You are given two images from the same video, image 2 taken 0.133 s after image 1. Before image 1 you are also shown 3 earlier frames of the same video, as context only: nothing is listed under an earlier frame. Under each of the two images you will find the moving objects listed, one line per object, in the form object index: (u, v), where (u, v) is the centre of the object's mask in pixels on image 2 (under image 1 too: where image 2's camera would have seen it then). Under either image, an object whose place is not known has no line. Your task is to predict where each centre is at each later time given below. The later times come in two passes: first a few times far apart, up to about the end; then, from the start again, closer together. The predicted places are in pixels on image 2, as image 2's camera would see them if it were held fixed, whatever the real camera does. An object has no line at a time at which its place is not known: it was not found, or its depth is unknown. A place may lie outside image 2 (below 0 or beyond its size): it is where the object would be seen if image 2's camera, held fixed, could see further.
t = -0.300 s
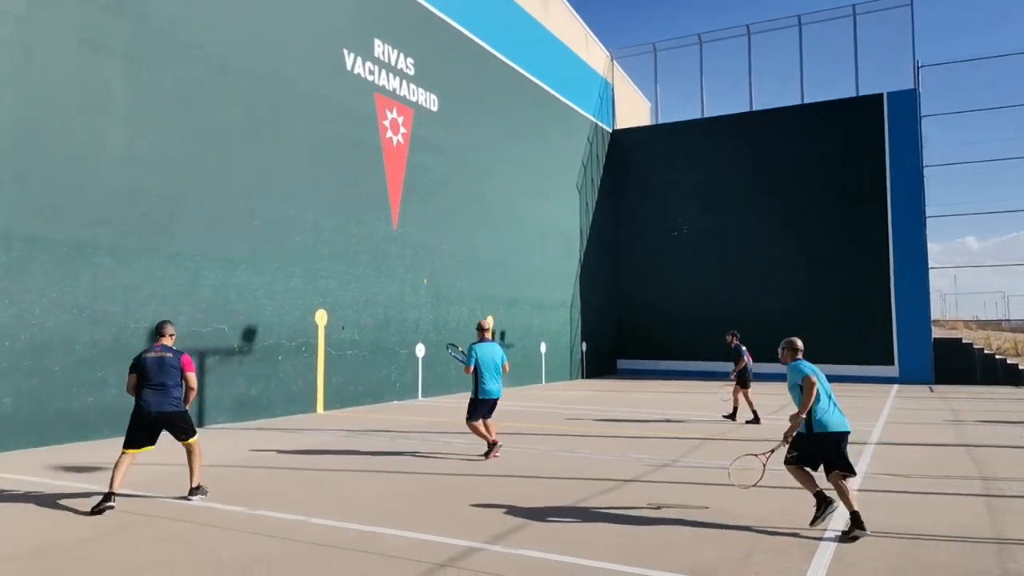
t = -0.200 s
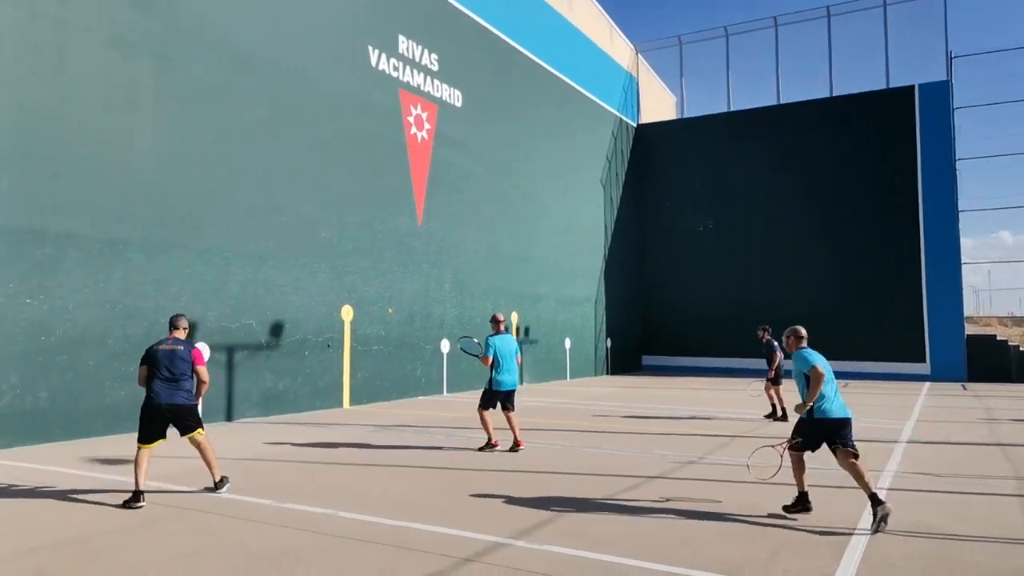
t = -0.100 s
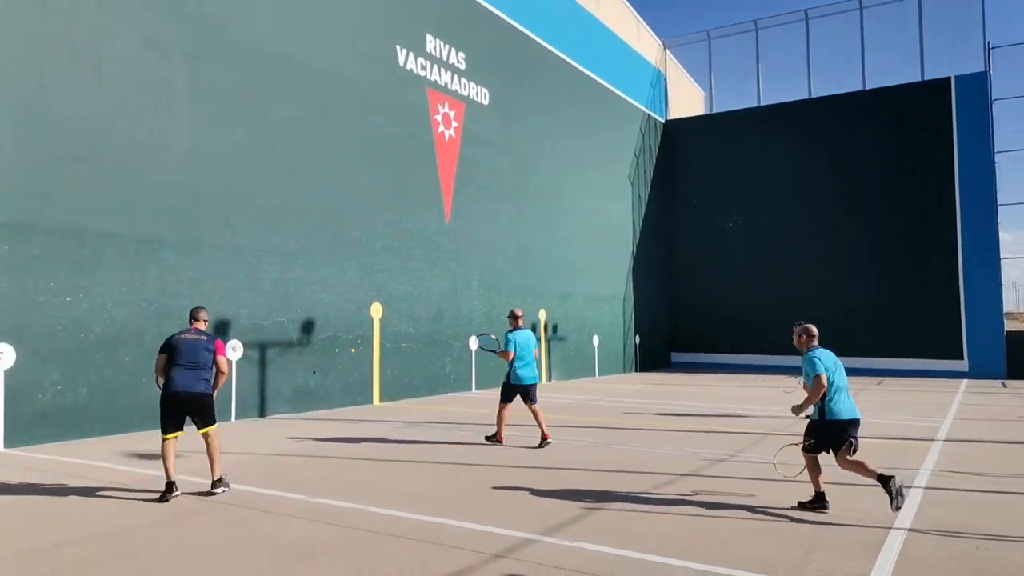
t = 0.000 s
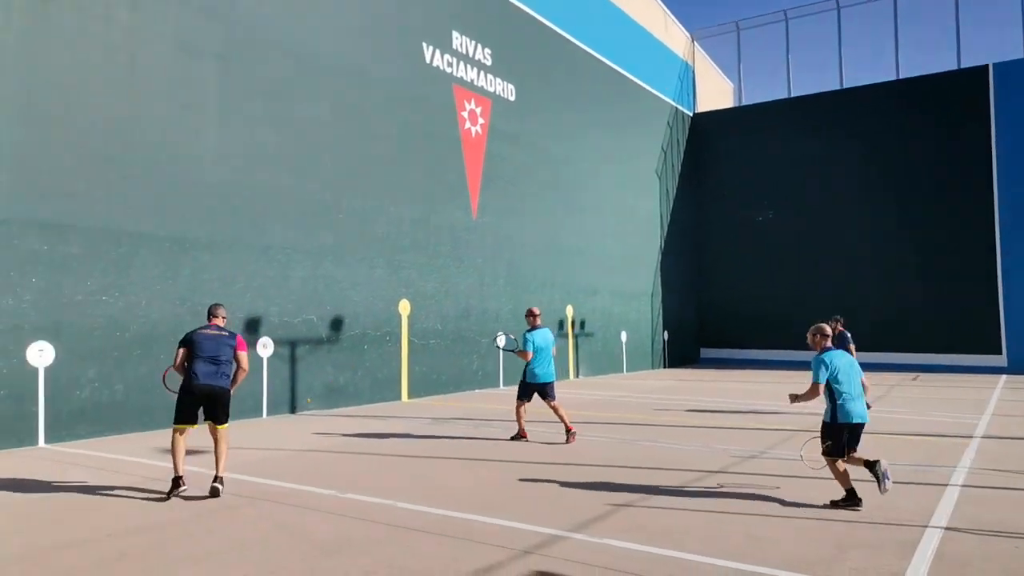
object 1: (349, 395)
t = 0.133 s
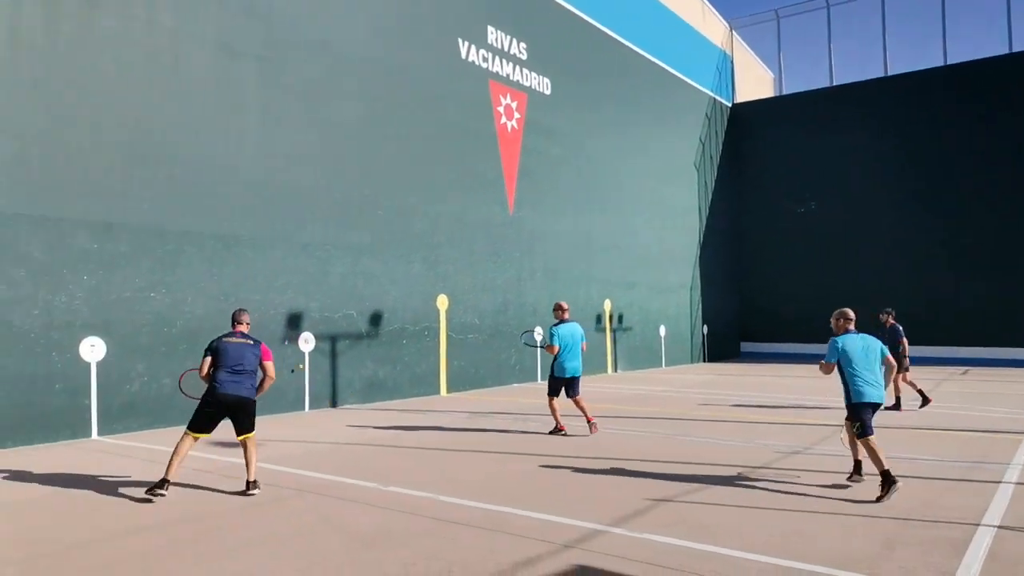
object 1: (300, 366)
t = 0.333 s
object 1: (268, 313)
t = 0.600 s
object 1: (214, 273)
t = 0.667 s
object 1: (198, 269)
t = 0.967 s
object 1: (115, 299)
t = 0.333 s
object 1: (268, 313)
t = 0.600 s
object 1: (214, 273)
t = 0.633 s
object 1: (207, 270)
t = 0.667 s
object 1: (198, 269)
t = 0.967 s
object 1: (115, 299)
